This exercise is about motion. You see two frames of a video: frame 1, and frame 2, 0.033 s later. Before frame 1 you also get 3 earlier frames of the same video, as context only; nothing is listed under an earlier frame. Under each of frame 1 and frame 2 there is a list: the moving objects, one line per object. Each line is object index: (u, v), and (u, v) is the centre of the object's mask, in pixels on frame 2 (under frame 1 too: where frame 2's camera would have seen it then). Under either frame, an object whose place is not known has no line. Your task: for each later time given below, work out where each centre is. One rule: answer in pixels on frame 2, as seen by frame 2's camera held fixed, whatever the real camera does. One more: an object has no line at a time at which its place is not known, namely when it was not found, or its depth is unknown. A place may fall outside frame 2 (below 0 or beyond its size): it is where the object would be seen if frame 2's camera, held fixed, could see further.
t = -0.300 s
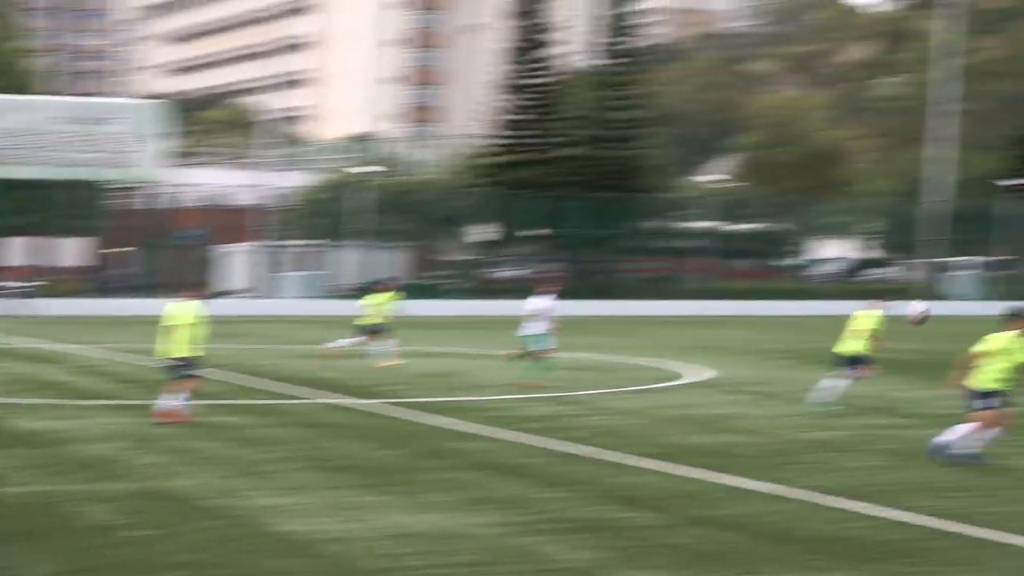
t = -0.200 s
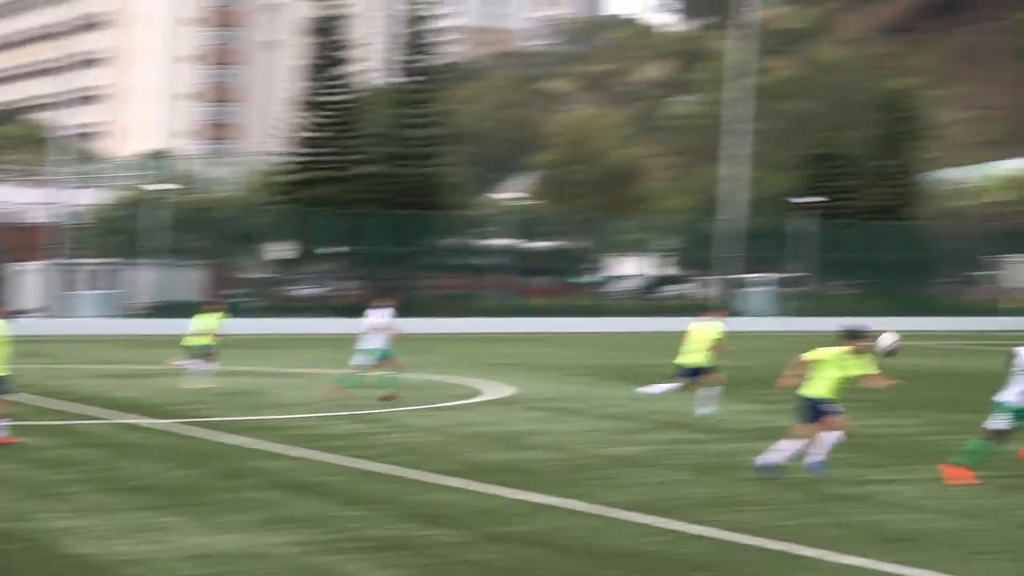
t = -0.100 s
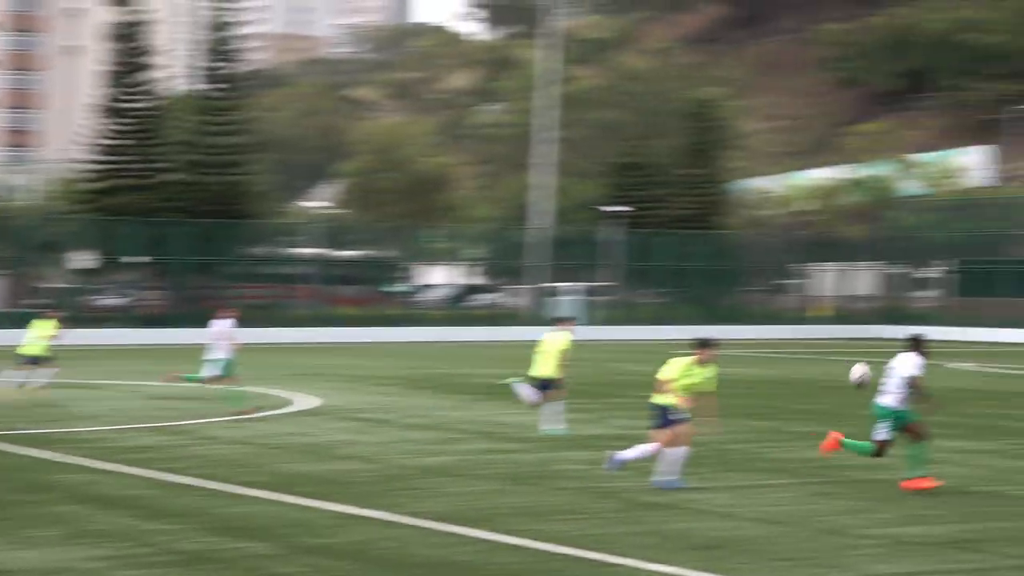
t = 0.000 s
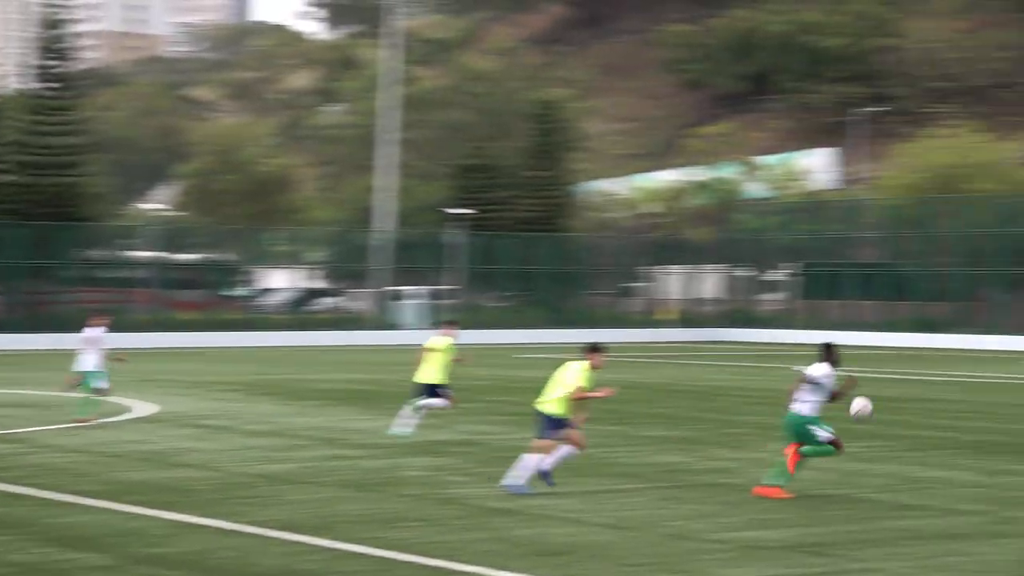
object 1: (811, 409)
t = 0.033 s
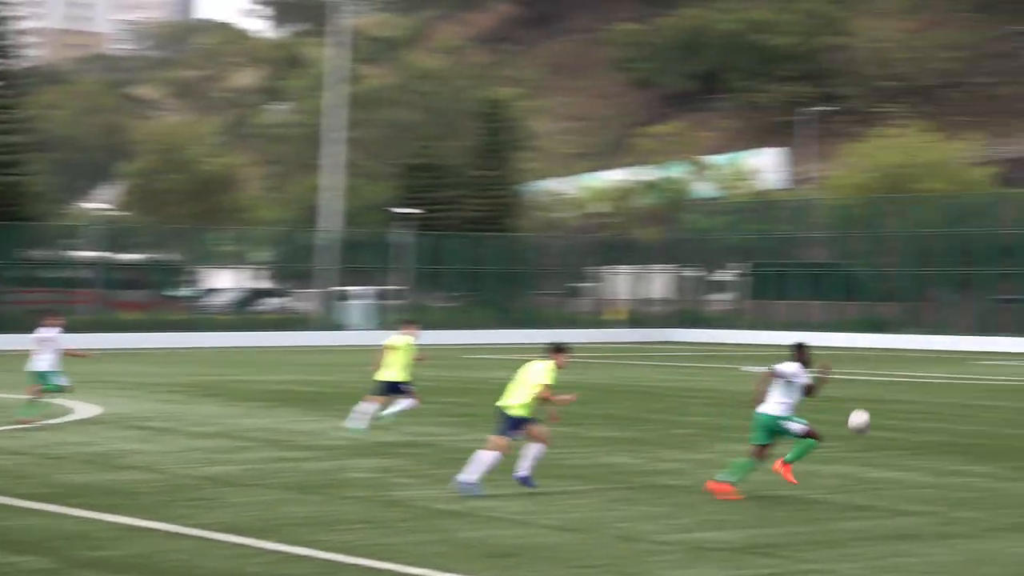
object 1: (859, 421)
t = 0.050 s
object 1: (883, 427)
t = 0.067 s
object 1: (907, 434)
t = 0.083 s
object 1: (931, 441)
